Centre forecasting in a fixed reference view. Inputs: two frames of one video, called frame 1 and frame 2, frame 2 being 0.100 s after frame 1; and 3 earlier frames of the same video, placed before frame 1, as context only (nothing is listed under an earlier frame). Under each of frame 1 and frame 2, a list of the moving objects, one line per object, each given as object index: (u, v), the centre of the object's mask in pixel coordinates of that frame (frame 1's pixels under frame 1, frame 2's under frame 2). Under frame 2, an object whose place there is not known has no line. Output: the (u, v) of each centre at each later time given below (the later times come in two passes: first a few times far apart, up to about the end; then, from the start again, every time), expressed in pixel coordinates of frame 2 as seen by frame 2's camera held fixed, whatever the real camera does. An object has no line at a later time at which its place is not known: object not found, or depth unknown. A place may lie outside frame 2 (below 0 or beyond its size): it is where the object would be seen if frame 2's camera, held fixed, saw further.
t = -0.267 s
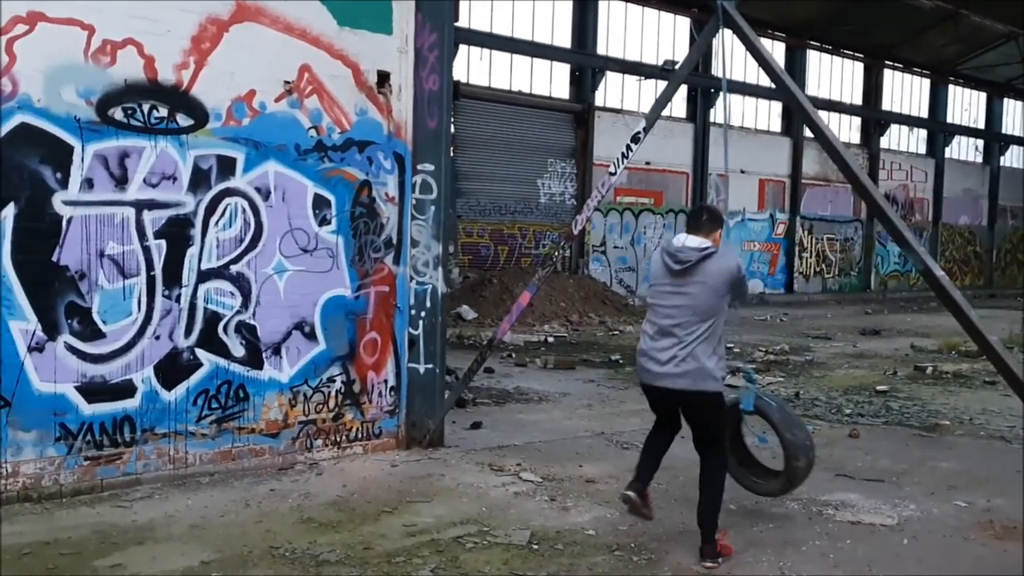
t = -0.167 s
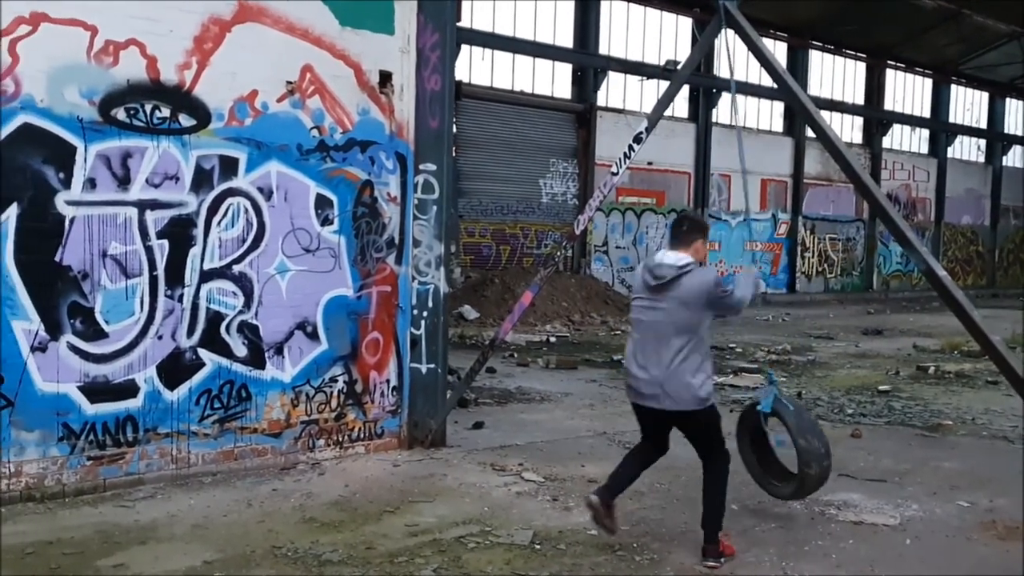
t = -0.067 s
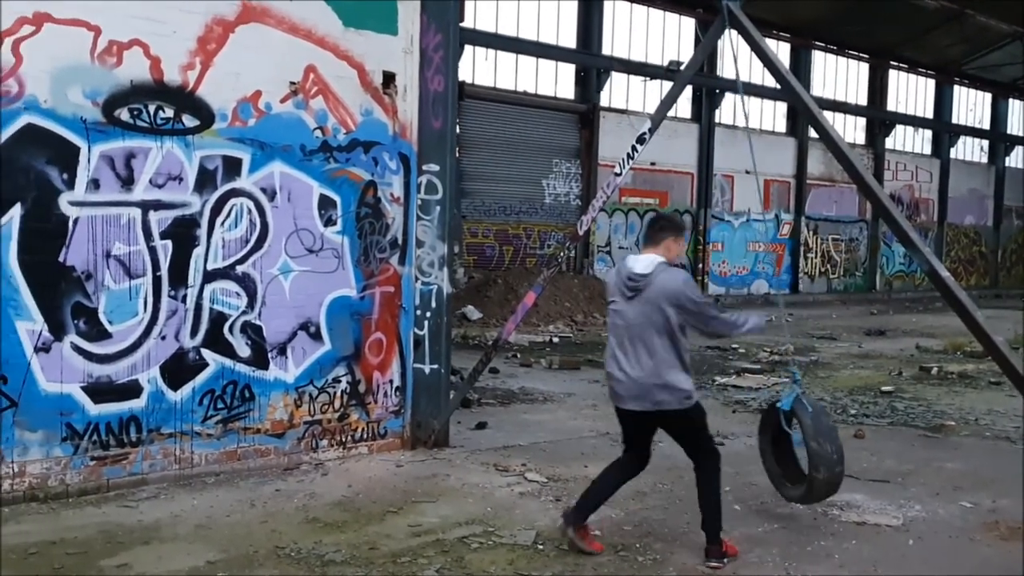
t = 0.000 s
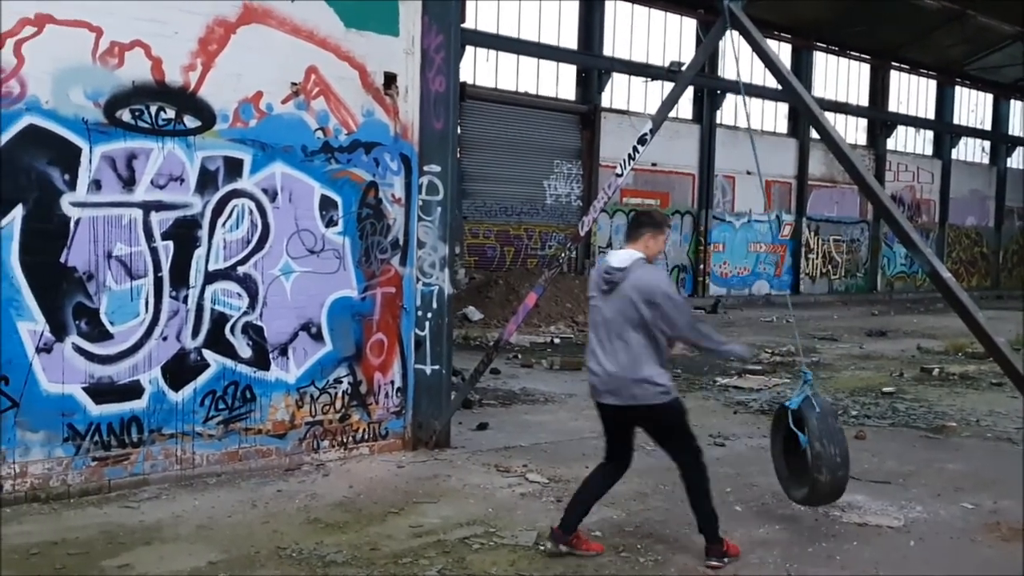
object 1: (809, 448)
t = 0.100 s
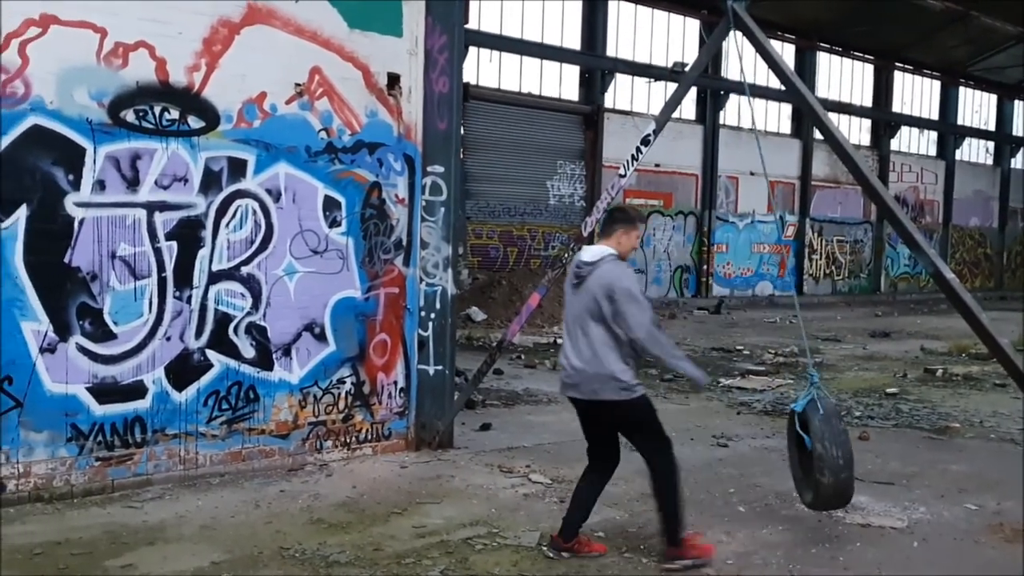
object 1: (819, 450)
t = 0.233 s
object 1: (820, 453)
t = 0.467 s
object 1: (806, 462)
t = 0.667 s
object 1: (779, 468)
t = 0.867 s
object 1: (735, 470)
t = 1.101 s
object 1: (684, 465)
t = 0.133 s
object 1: (820, 451)
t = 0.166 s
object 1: (821, 452)
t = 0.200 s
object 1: (821, 452)
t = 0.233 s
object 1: (820, 453)
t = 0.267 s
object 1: (819, 453)
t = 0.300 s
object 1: (818, 455)
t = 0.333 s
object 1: (816, 456)
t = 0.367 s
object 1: (814, 458)
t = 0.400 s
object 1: (812, 459)
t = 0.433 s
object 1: (809, 461)
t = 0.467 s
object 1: (806, 462)
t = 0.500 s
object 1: (803, 463)
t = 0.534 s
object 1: (800, 464)
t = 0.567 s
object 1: (796, 465)
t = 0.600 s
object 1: (790, 466)
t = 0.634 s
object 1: (785, 467)
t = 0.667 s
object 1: (779, 468)
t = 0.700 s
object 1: (772, 469)
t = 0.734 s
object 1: (765, 469)
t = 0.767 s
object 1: (758, 470)
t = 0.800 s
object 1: (751, 470)
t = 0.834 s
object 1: (743, 470)
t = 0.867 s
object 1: (735, 470)
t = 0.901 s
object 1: (728, 469)
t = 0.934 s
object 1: (720, 468)
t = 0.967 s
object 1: (713, 468)
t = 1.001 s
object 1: (706, 467)
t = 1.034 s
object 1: (698, 466)
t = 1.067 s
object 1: (691, 466)
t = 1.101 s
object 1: (684, 465)
